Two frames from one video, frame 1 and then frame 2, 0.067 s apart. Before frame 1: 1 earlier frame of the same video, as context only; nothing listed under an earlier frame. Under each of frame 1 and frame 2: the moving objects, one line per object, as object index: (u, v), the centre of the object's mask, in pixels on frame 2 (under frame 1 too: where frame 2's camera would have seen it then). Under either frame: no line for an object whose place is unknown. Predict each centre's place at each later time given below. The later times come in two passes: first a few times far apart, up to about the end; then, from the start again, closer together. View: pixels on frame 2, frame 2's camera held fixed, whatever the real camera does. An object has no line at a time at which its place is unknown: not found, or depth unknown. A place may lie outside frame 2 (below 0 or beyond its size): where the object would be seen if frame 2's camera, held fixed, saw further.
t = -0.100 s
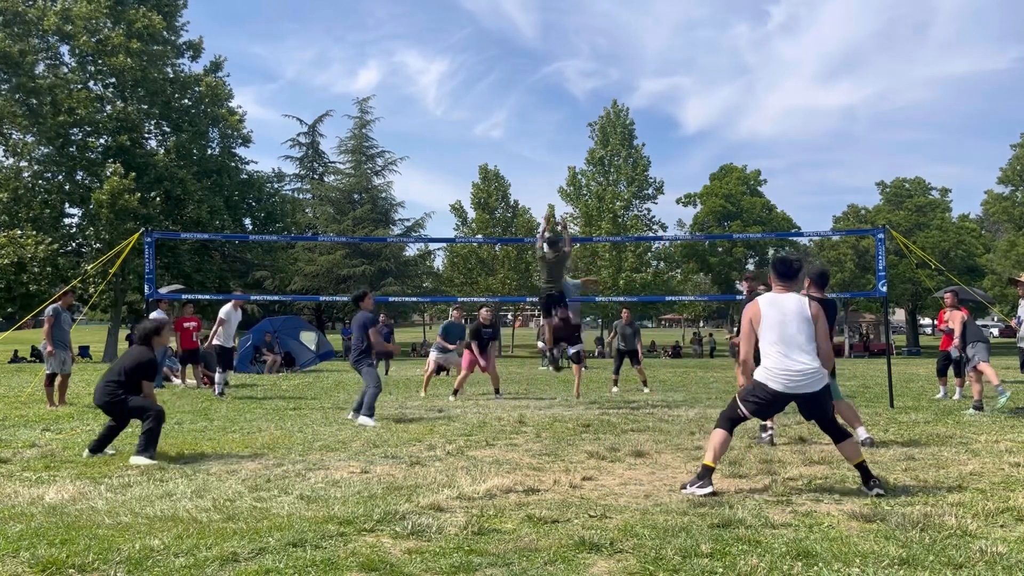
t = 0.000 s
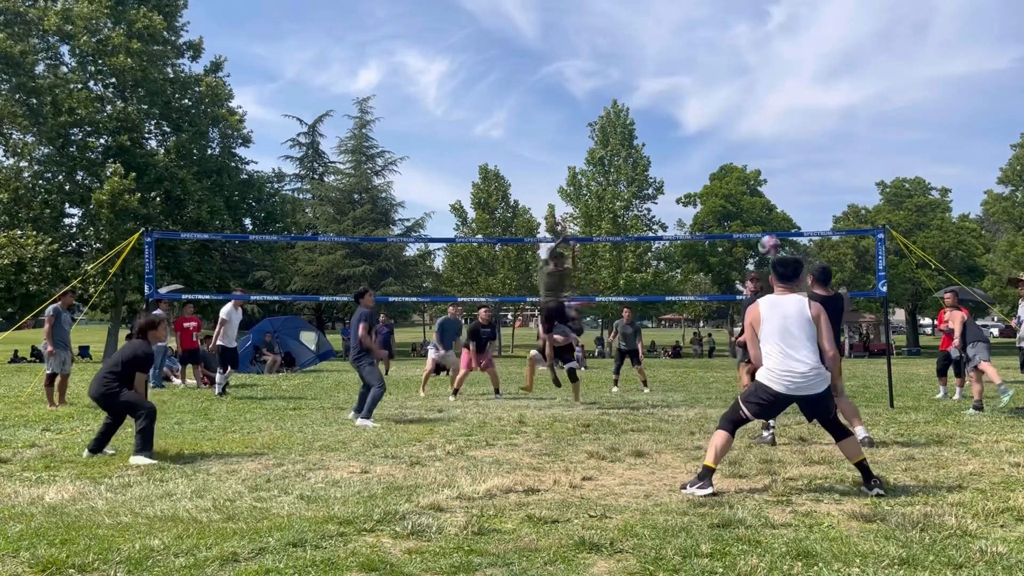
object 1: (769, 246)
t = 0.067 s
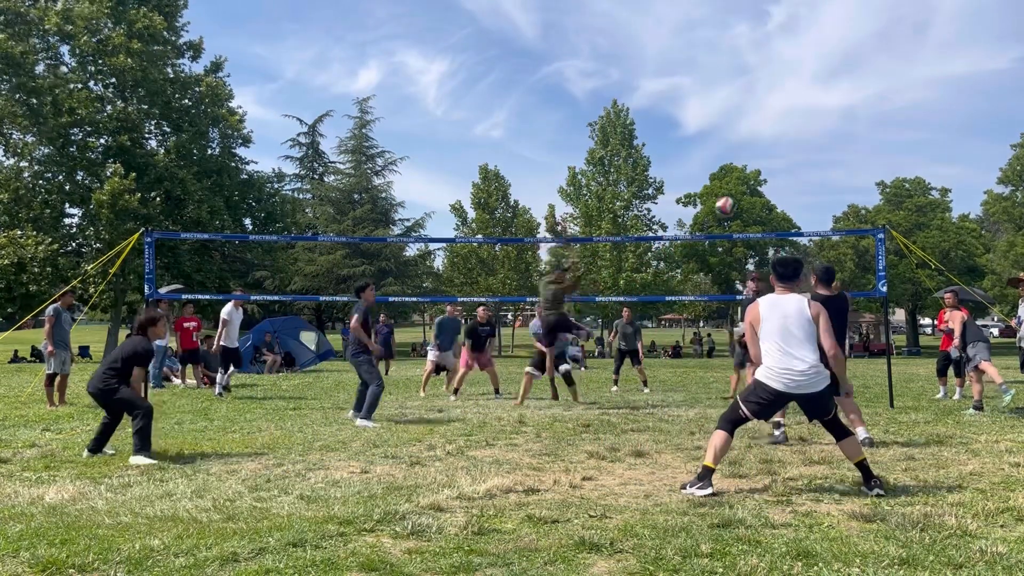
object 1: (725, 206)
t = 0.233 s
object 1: (627, 137)
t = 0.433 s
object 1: (526, 97)
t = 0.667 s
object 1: (425, 95)
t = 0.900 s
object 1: (336, 135)
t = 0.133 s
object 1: (684, 175)
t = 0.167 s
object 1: (666, 161)
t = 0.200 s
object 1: (646, 149)
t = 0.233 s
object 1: (627, 137)
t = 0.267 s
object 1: (607, 128)
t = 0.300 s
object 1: (592, 120)
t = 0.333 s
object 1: (575, 112)
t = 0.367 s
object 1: (558, 106)
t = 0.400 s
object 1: (542, 101)
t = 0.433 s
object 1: (526, 97)
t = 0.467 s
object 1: (511, 94)
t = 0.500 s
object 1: (496, 92)
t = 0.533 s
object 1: (481, 90)
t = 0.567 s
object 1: (466, 91)
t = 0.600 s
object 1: (452, 91)
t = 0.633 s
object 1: (438, 92)
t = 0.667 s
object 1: (425, 95)
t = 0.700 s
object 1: (411, 98)
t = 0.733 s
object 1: (398, 102)
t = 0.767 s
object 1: (385, 107)
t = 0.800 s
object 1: (373, 112)
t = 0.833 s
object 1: (360, 119)
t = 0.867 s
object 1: (348, 125)
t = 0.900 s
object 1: (336, 135)
